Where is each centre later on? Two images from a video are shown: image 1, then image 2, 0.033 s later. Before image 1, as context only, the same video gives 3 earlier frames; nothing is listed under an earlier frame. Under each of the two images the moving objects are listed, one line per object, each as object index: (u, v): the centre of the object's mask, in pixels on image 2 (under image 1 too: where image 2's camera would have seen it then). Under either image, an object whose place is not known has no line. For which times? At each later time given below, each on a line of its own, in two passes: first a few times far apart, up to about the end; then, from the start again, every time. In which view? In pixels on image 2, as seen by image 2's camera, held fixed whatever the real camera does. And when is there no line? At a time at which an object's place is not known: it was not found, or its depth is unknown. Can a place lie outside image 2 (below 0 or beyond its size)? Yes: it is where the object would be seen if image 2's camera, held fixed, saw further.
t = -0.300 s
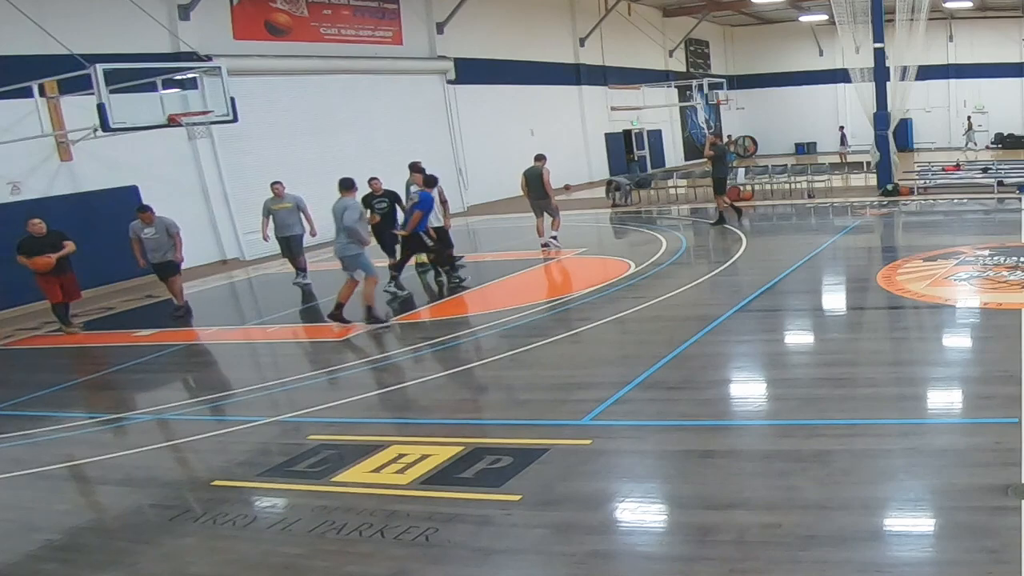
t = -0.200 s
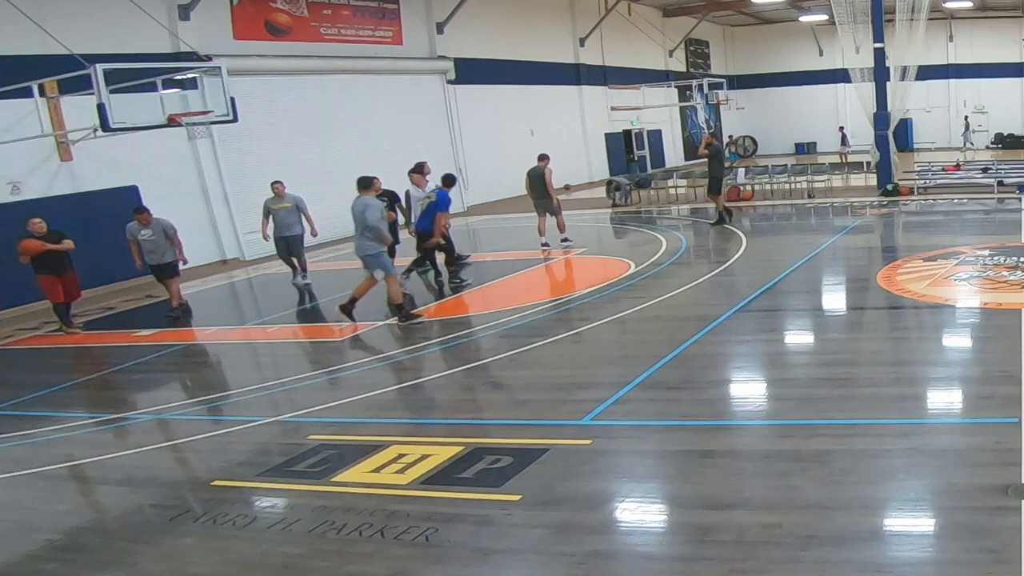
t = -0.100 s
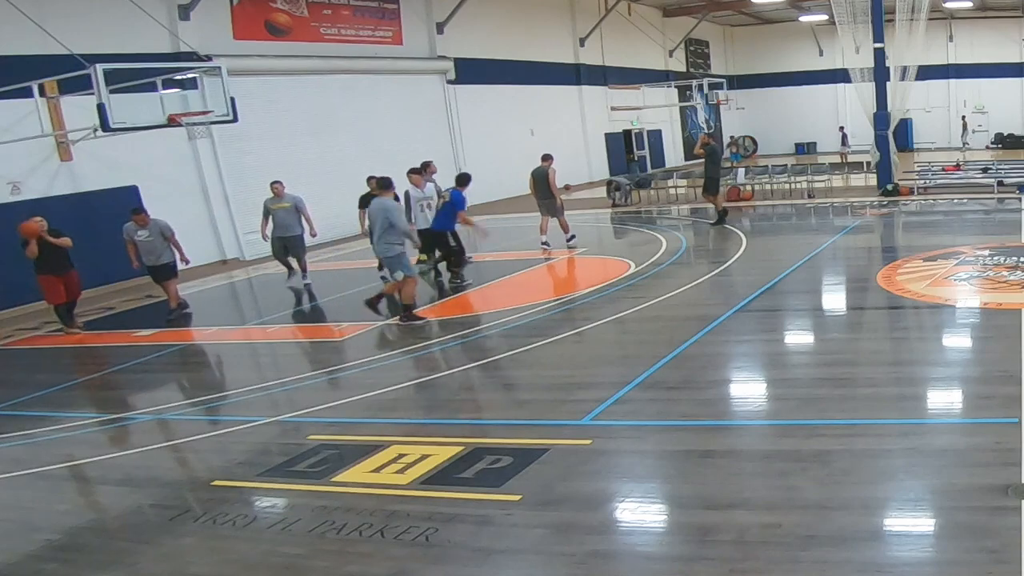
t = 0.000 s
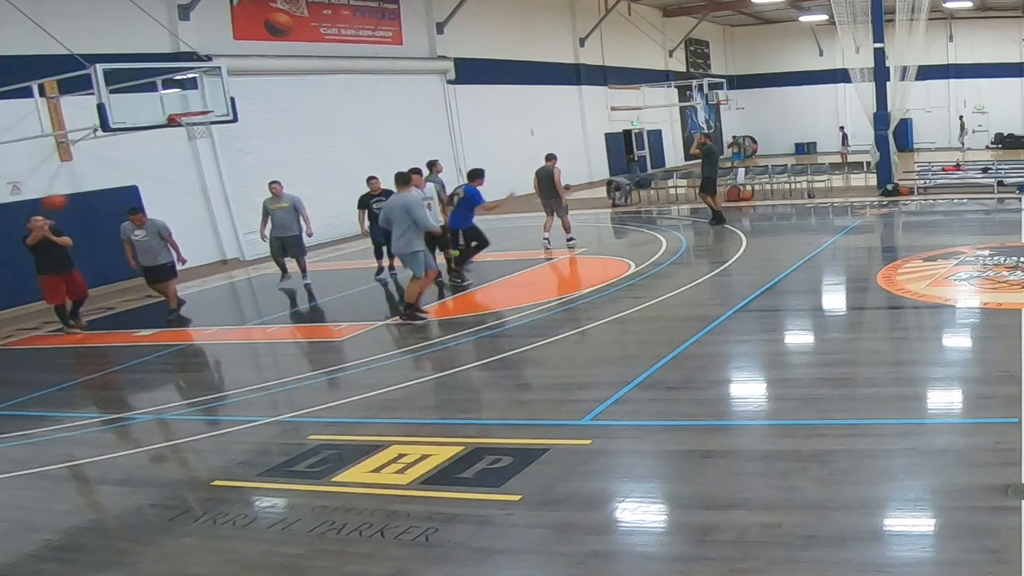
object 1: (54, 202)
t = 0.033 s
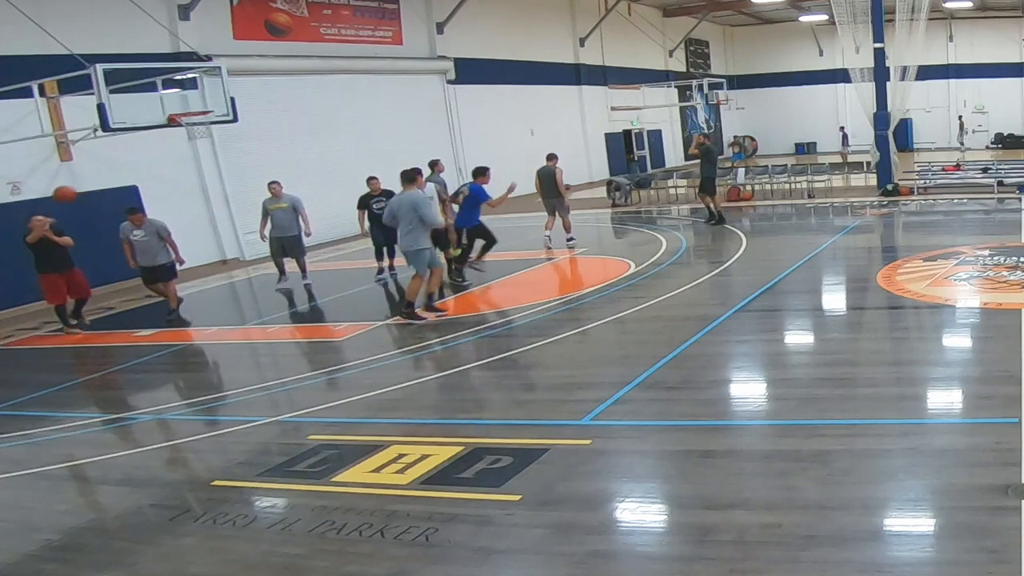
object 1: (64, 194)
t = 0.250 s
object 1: (144, 155)
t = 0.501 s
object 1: (251, 151)
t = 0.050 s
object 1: (70, 189)
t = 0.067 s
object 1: (75, 184)
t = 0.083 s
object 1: (80, 180)
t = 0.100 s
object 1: (86, 177)
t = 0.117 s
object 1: (92, 174)
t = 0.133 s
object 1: (99, 172)
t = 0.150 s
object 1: (105, 169)
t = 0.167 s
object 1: (111, 166)
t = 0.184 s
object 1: (117, 164)
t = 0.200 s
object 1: (124, 161)
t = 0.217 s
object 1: (130, 159)
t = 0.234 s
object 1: (137, 157)
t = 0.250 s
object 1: (144, 155)
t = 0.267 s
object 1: (150, 154)
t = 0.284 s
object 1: (157, 152)
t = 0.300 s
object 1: (164, 151)
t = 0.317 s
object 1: (171, 150)
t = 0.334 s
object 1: (178, 149)
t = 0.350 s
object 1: (185, 149)
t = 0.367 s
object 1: (192, 148)
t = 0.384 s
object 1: (199, 148)
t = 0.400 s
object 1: (206, 147)
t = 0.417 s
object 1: (214, 148)
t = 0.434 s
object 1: (221, 148)
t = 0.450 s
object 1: (229, 149)
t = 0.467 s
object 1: (236, 149)
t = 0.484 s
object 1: (243, 150)
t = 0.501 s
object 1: (251, 151)
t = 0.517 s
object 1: (259, 153)
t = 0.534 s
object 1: (266, 154)
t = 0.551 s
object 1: (274, 156)
